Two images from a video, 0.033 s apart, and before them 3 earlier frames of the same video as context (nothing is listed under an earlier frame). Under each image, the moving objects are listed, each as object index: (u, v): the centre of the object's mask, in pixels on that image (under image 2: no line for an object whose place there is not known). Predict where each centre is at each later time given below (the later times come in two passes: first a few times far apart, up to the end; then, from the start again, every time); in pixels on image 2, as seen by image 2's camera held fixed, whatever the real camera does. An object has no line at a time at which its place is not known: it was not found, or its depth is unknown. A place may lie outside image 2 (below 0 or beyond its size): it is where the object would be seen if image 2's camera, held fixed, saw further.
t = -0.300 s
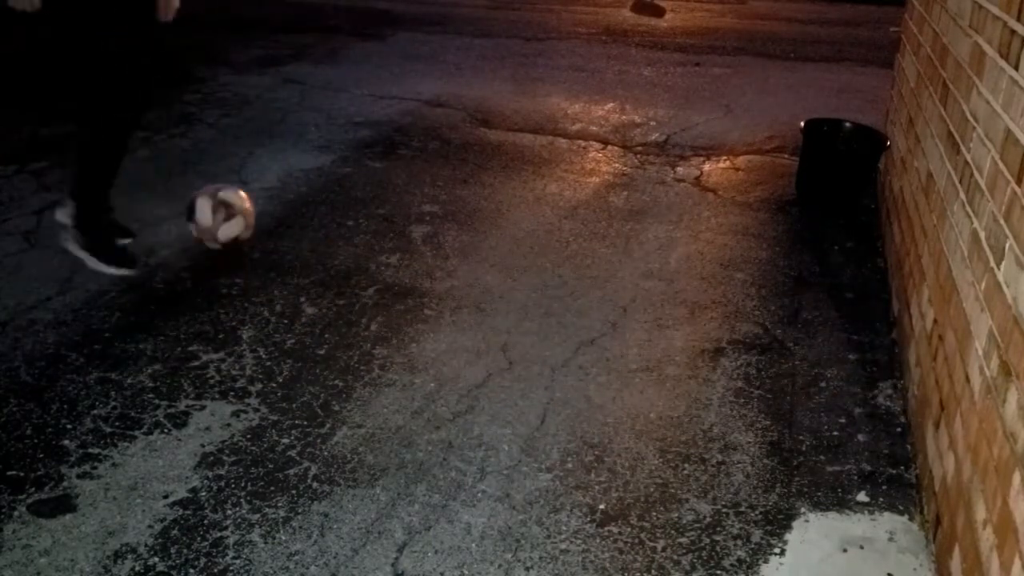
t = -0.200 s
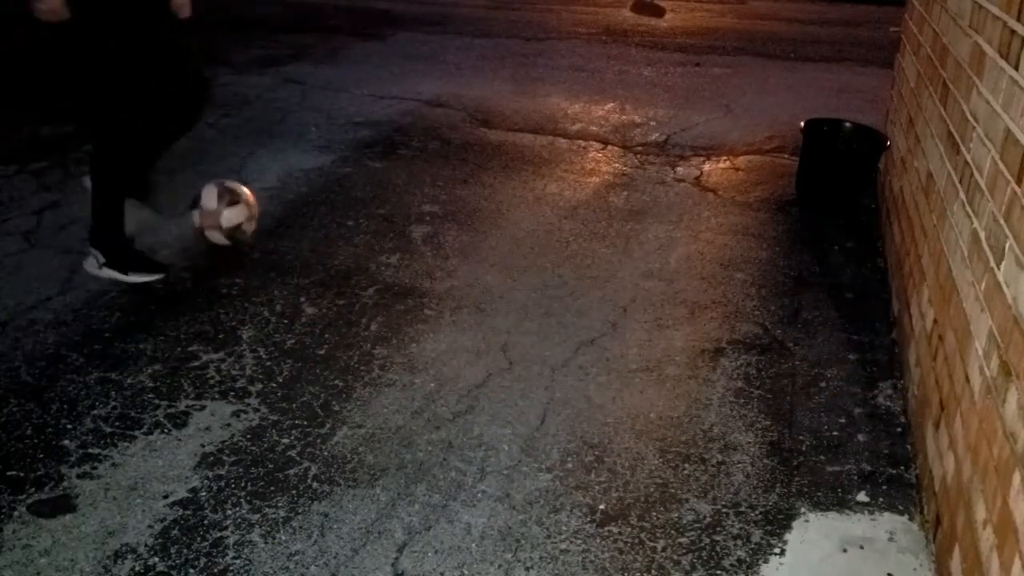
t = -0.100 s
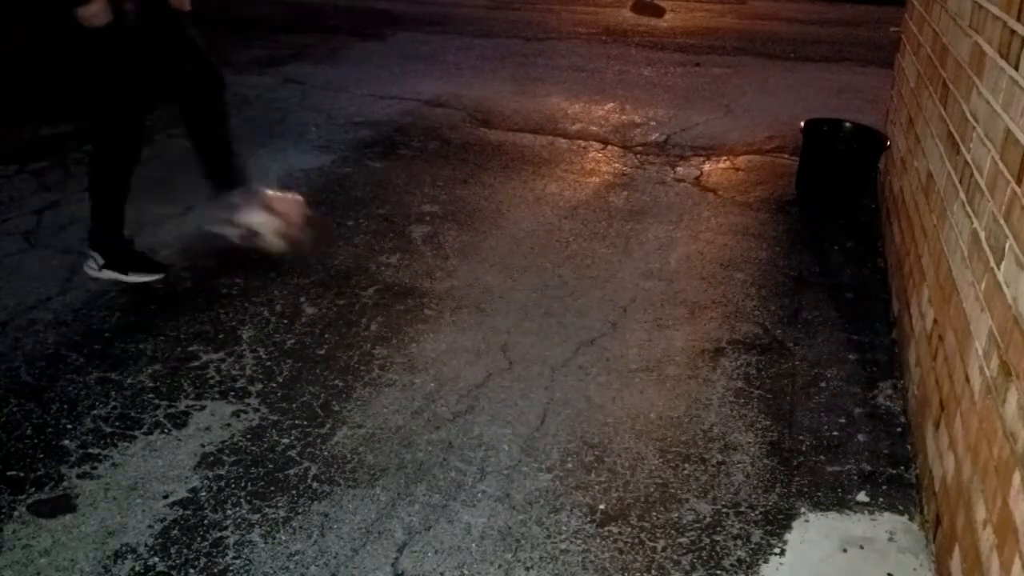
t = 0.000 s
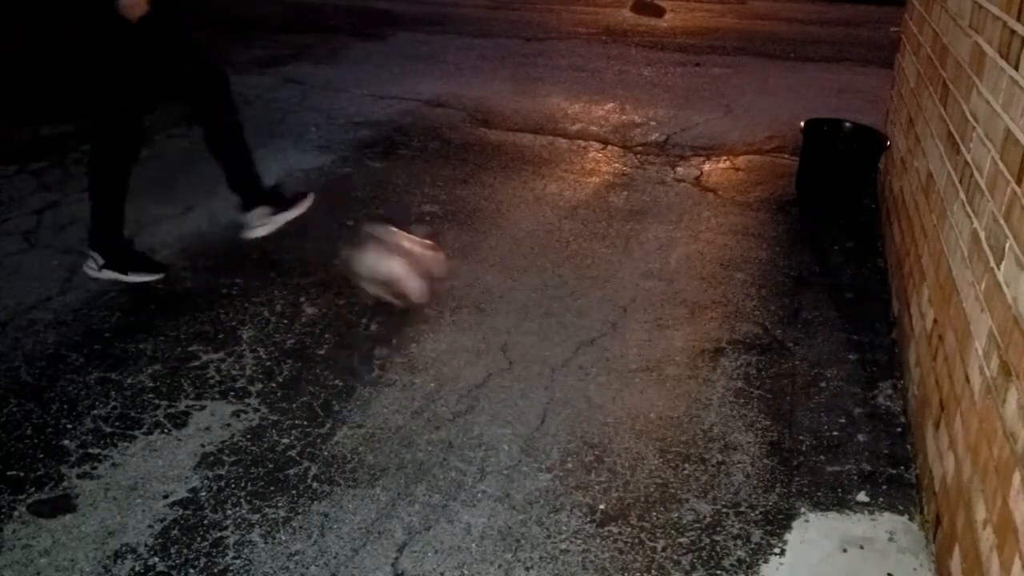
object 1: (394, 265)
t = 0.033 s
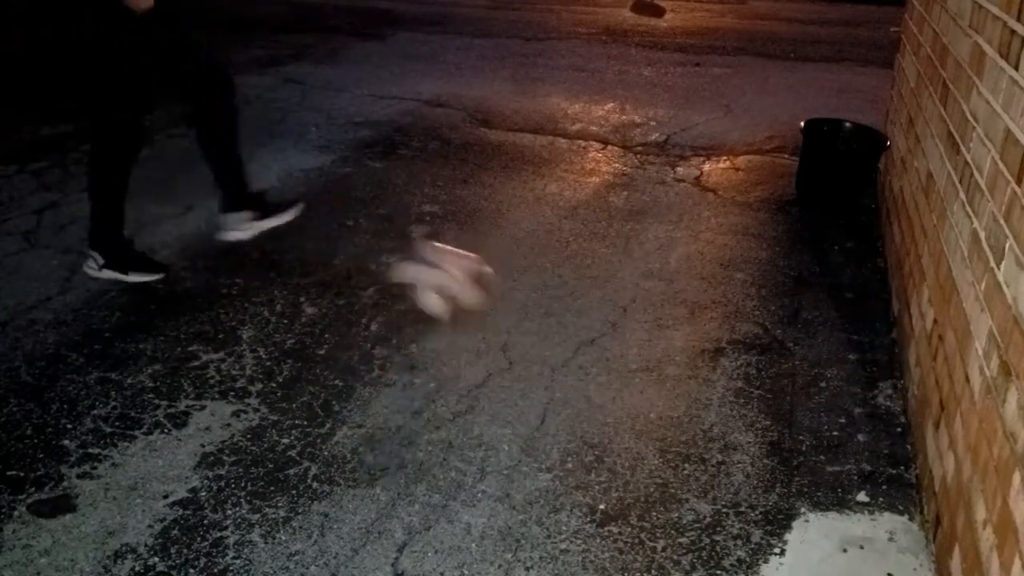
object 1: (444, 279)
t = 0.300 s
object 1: (851, 415)
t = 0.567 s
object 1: (564, 362)
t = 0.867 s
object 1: (371, 342)
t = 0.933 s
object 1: (342, 329)
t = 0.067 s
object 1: (488, 296)
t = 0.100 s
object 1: (539, 314)
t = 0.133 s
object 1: (591, 331)
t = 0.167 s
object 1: (643, 341)
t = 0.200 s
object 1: (687, 357)
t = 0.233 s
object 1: (747, 374)
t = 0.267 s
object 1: (799, 397)
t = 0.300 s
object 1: (851, 415)
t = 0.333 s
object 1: (860, 411)
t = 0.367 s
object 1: (822, 390)
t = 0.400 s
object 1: (778, 373)
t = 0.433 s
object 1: (732, 362)
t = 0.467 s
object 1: (694, 356)
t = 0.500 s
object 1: (647, 359)
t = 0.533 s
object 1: (605, 356)
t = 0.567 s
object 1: (564, 362)
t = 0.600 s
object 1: (530, 368)
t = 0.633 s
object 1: (506, 357)
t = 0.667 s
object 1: (487, 346)
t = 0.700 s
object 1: (465, 337)
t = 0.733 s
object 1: (445, 334)
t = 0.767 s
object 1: (425, 336)
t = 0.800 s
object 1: (407, 340)
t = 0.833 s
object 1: (388, 347)
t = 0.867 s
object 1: (371, 342)
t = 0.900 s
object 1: (356, 332)
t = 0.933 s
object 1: (342, 329)
